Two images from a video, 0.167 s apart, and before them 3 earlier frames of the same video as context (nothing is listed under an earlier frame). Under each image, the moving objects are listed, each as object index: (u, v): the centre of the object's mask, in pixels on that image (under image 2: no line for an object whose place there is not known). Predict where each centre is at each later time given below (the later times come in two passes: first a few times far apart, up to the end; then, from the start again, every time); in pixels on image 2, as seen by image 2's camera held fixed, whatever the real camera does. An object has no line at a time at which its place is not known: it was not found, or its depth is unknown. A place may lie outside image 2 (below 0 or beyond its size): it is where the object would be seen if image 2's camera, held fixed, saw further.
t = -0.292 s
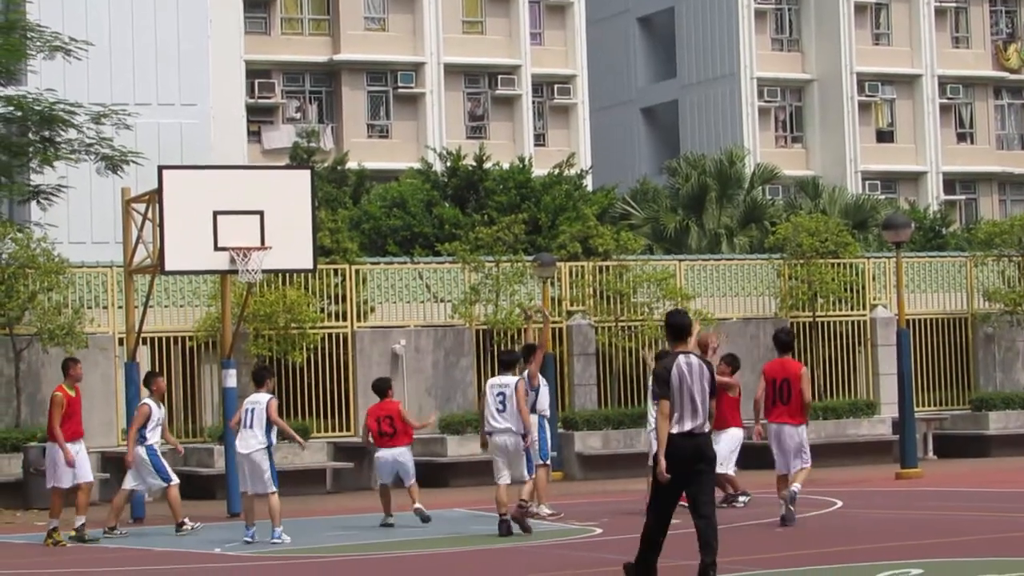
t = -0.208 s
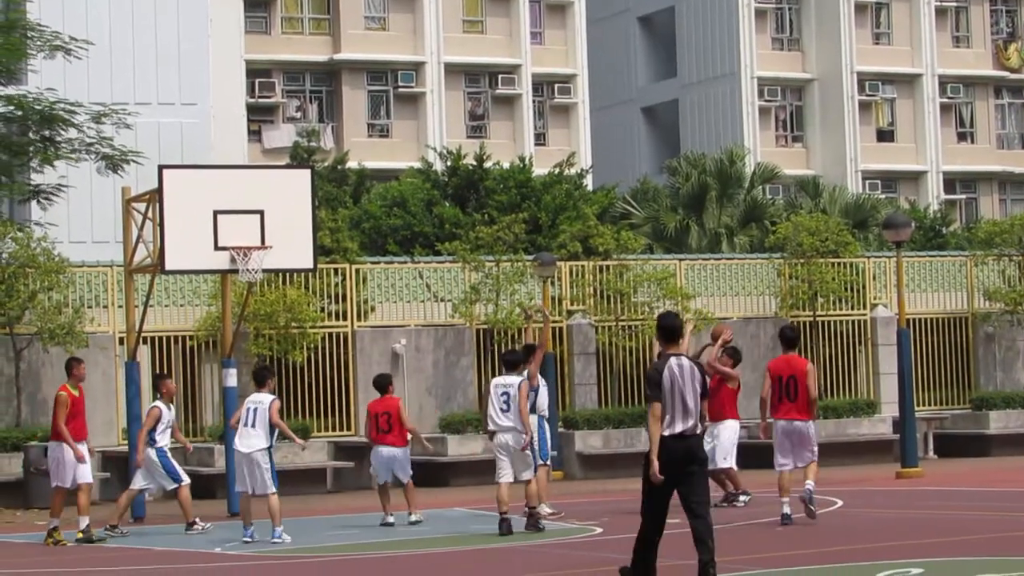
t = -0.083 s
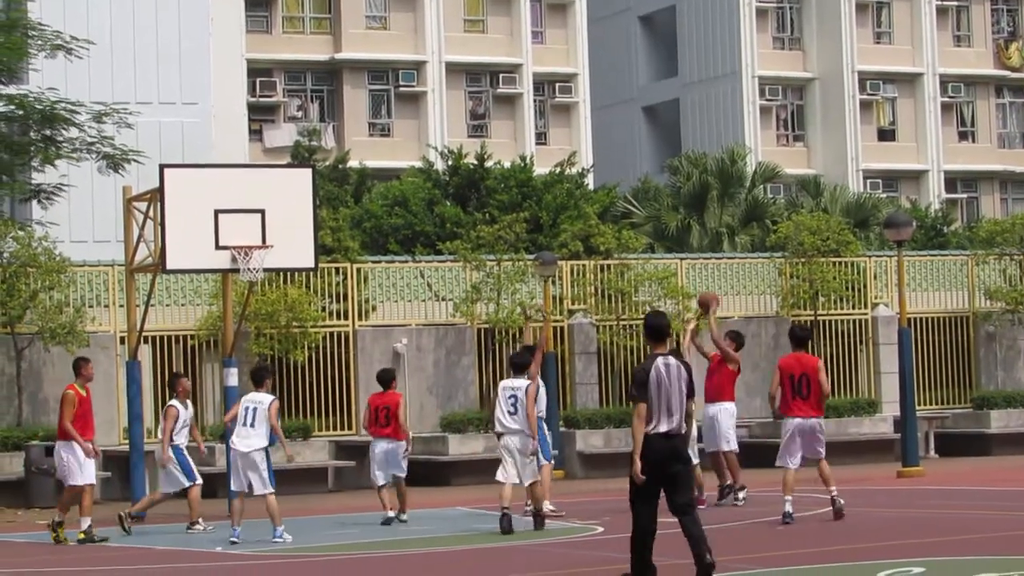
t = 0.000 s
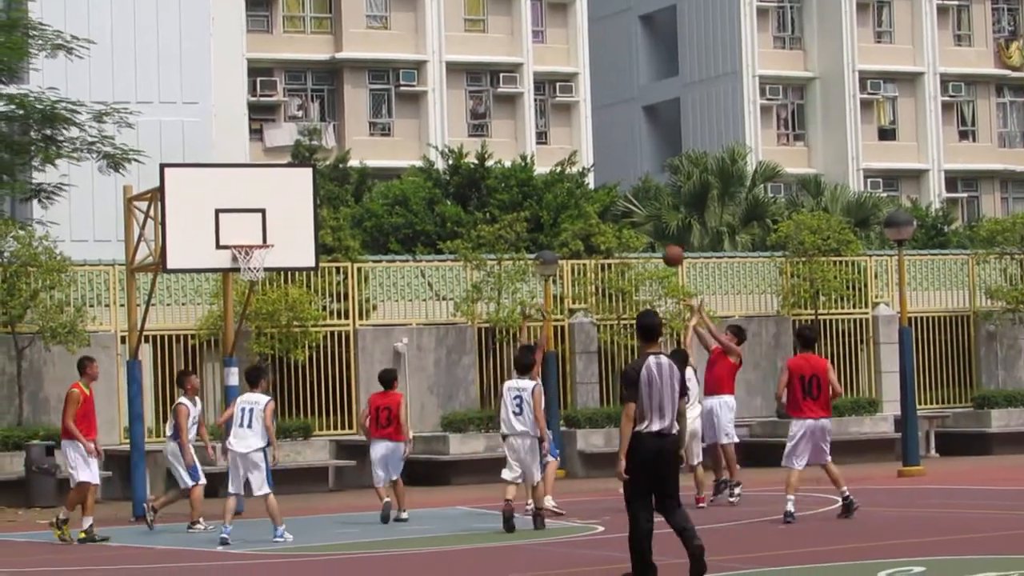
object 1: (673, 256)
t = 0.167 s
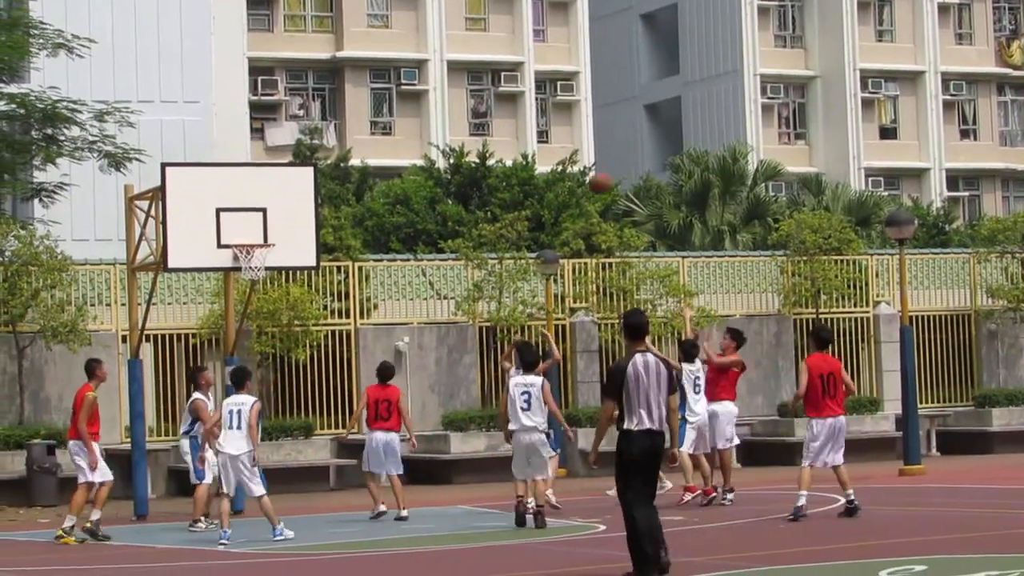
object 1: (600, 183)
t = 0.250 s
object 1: (562, 157)
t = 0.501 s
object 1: (455, 117)
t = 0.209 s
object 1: (580, 169)
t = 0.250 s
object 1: (562, 157)
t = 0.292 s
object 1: (544, 147)
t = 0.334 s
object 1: (526, 138)
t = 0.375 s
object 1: (508, 130)
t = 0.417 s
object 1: (491, 124)
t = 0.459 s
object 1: (473, 120)
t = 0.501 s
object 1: (455, 117)
